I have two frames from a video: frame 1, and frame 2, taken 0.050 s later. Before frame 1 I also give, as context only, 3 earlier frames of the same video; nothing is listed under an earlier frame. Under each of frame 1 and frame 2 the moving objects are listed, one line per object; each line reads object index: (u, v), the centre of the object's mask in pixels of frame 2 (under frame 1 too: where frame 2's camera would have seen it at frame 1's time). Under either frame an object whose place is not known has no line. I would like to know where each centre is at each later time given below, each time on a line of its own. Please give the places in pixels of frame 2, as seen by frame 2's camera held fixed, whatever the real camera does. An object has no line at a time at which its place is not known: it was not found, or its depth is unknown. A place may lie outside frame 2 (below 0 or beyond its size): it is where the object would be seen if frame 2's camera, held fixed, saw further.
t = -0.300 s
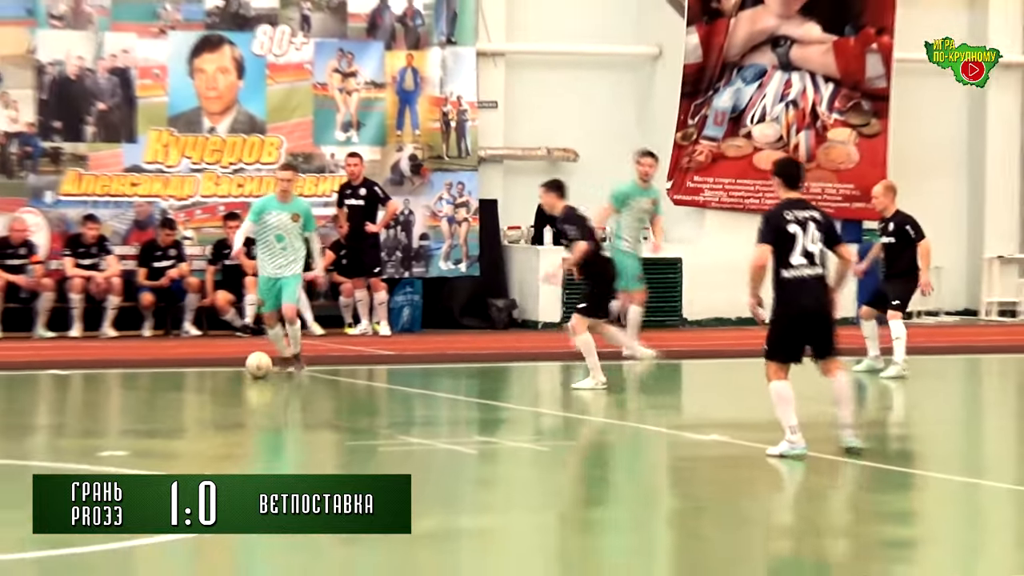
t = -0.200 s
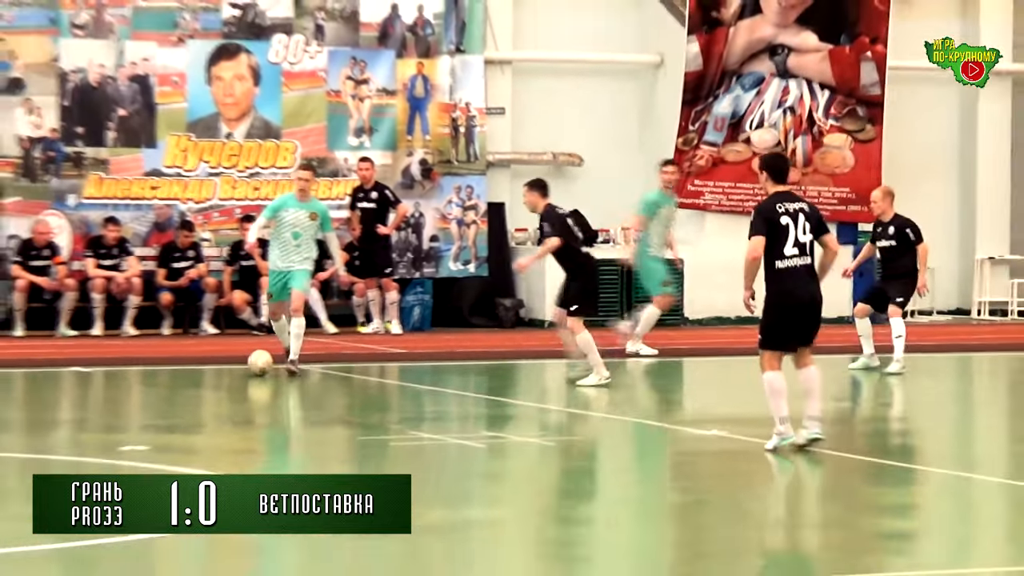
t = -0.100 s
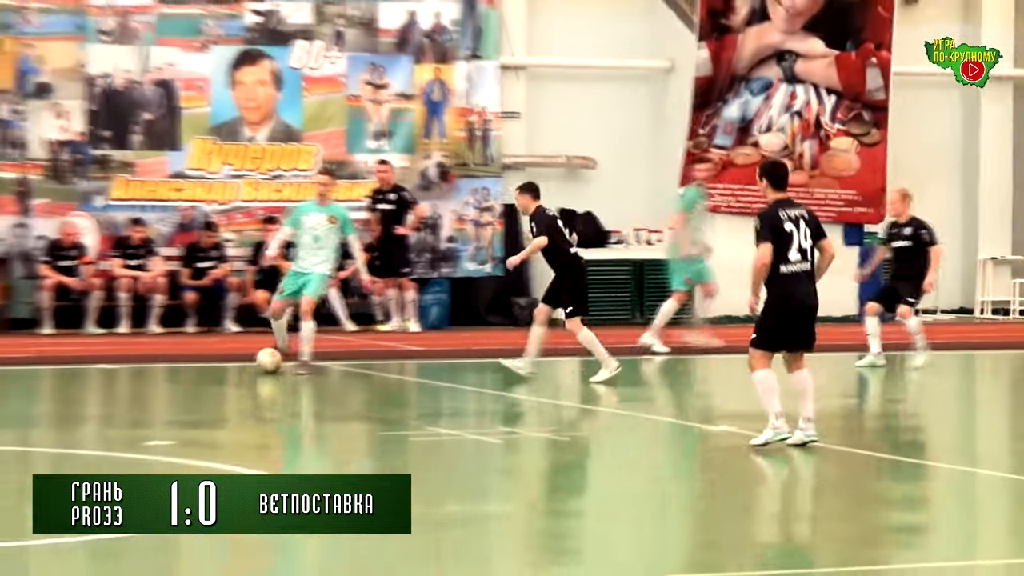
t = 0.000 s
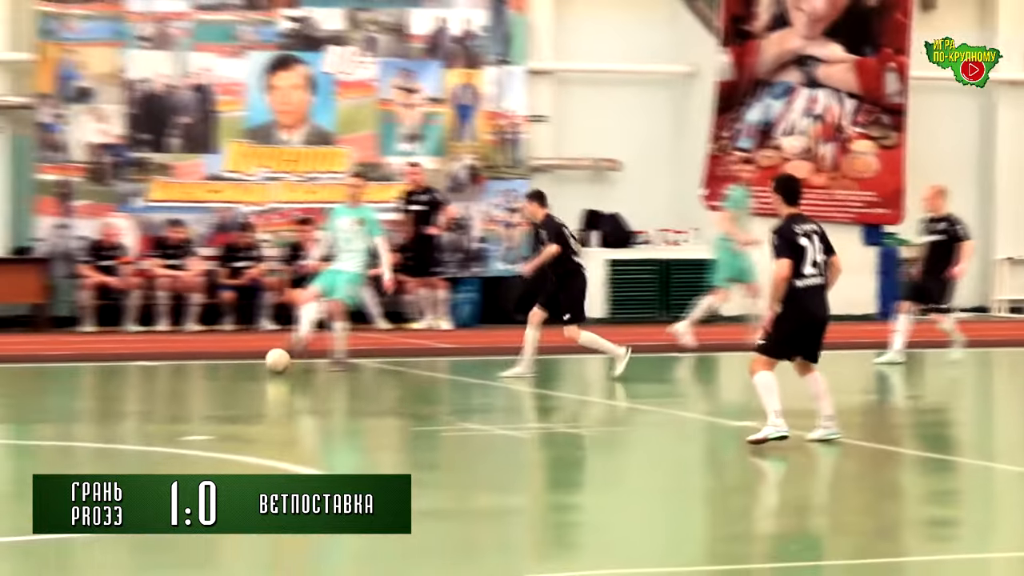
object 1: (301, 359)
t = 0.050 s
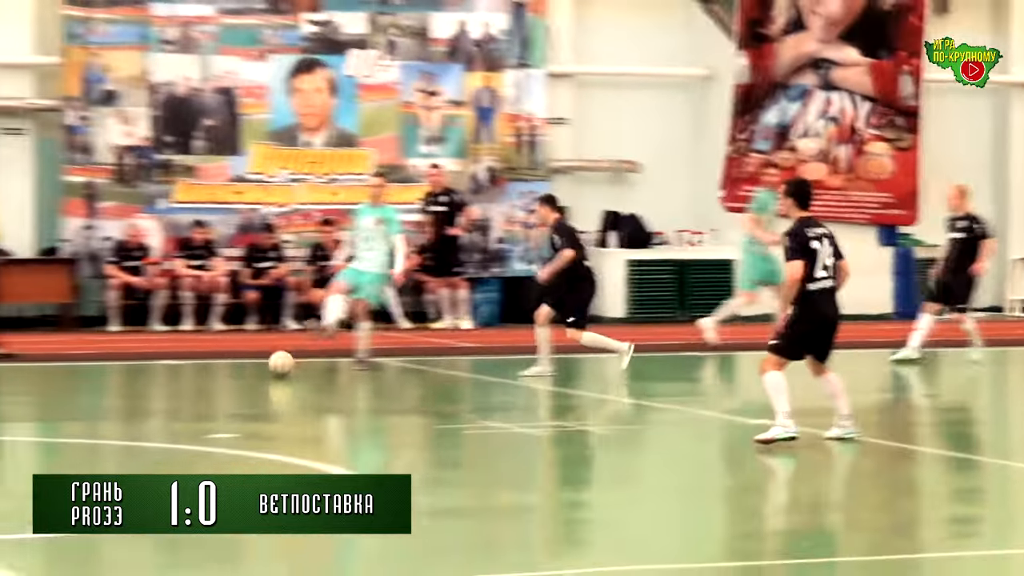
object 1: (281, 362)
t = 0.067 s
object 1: (273, 365)
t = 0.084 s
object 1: (265, 368)
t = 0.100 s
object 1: (257, 370)
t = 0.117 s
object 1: (251, 371)
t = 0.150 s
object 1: (236, 374)
